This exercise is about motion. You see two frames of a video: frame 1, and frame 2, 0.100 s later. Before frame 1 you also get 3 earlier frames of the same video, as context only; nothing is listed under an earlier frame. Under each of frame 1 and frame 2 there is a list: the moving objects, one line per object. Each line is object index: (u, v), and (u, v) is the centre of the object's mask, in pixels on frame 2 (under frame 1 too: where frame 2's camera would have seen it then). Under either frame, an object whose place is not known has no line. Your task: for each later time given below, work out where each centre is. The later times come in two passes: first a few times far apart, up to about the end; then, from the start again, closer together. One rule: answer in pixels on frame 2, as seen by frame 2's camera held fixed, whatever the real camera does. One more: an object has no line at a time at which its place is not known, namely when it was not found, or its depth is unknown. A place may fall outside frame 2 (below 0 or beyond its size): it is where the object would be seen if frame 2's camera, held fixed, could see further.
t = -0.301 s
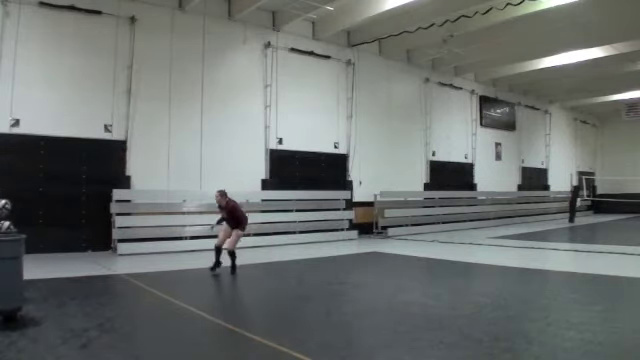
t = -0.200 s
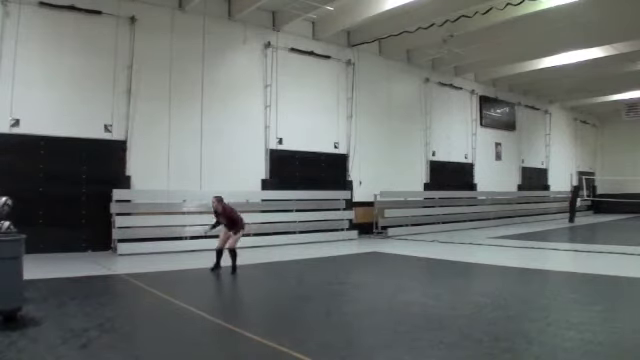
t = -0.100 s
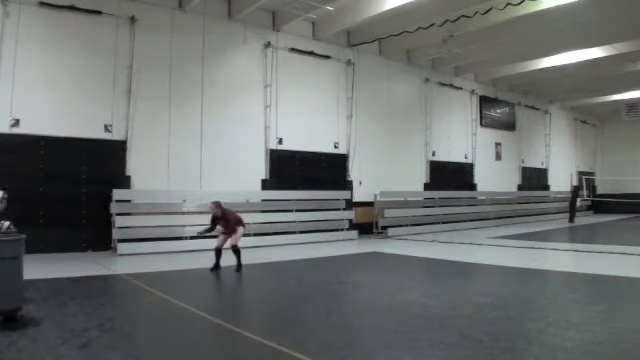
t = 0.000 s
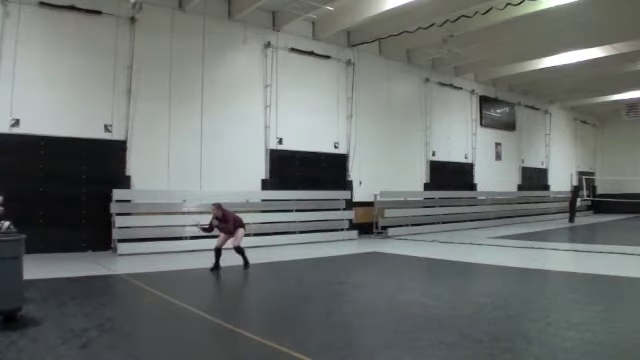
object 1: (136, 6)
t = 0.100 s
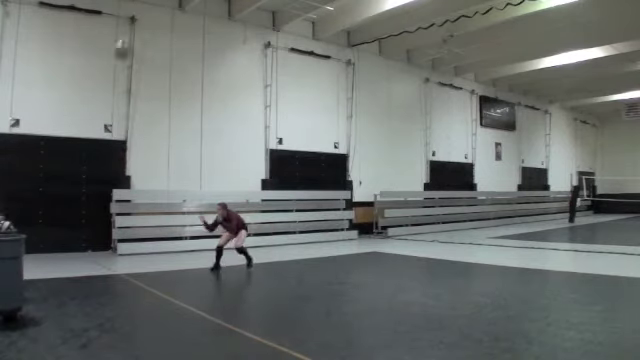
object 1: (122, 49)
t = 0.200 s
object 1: (108, 108)
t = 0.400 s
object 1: (82, 259)
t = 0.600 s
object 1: (63, 245)
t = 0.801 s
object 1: (49, 172)
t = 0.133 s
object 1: (118, 66)
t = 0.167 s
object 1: (113, 87)
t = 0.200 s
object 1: (108, 108)
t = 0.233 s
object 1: (104, 129)
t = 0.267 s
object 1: (99, 152)
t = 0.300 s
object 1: (94, 178)
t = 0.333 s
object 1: (89, 205)
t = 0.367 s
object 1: (85, 233)
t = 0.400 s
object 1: (82, 259)
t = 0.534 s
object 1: (70, 277)
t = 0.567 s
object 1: (65, 261)
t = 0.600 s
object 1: (63, 245)
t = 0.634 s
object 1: (60, 233)
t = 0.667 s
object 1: (59, 218)
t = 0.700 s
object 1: (56, 205)
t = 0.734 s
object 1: (53, 194)
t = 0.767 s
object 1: (51, 183)
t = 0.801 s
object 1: (49, 172)
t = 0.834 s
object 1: (46, 164)
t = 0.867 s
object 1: (43, 156)
